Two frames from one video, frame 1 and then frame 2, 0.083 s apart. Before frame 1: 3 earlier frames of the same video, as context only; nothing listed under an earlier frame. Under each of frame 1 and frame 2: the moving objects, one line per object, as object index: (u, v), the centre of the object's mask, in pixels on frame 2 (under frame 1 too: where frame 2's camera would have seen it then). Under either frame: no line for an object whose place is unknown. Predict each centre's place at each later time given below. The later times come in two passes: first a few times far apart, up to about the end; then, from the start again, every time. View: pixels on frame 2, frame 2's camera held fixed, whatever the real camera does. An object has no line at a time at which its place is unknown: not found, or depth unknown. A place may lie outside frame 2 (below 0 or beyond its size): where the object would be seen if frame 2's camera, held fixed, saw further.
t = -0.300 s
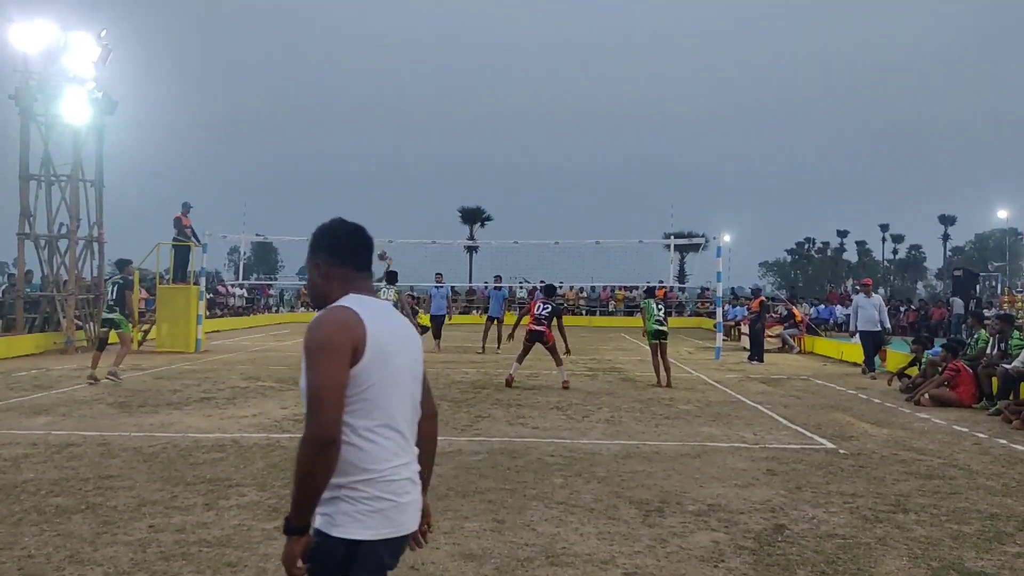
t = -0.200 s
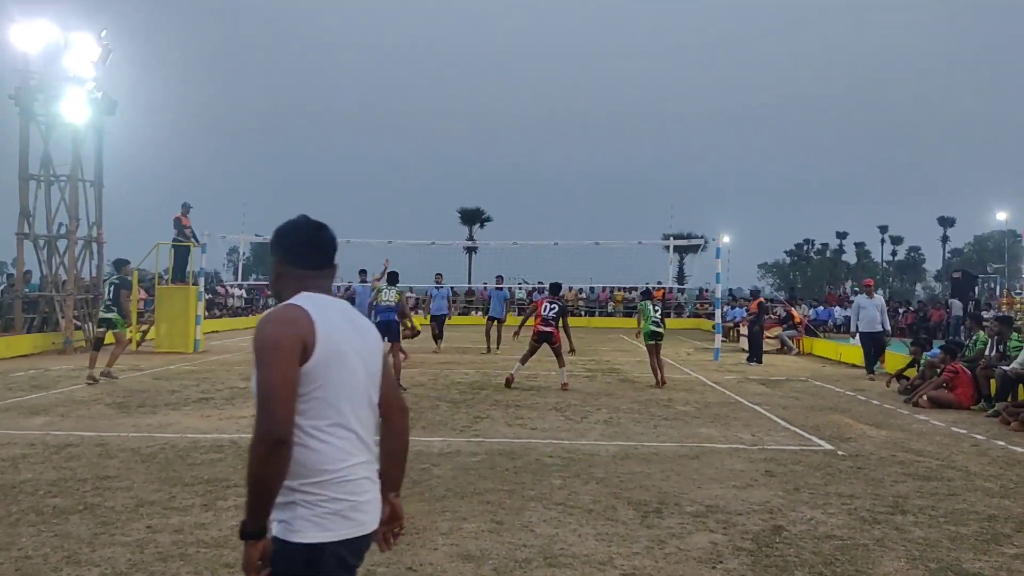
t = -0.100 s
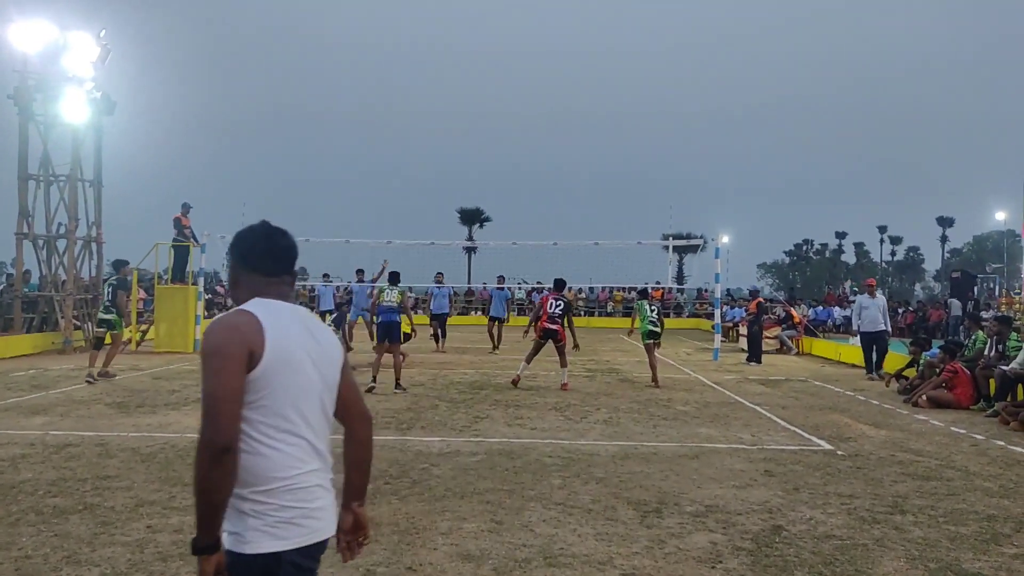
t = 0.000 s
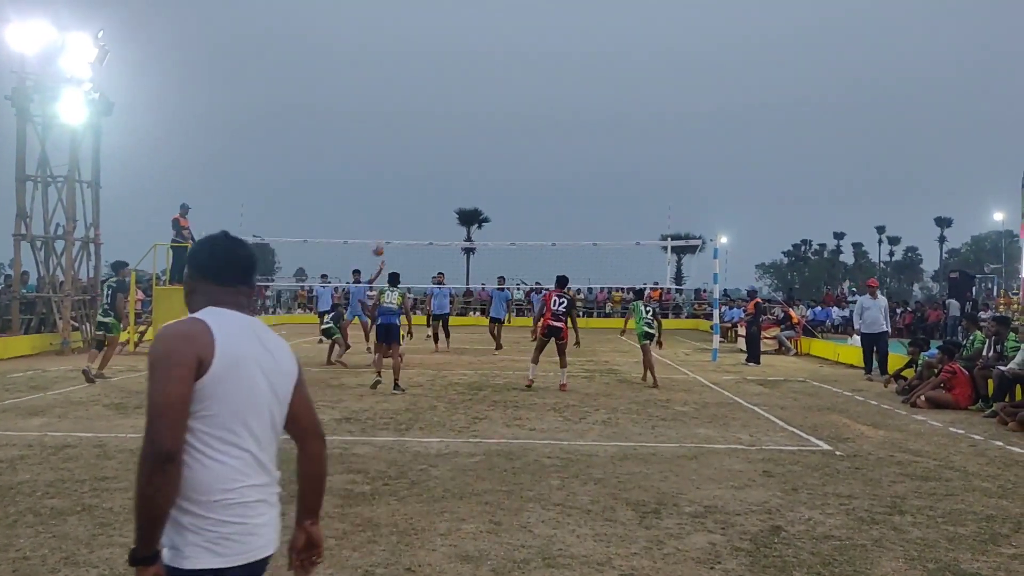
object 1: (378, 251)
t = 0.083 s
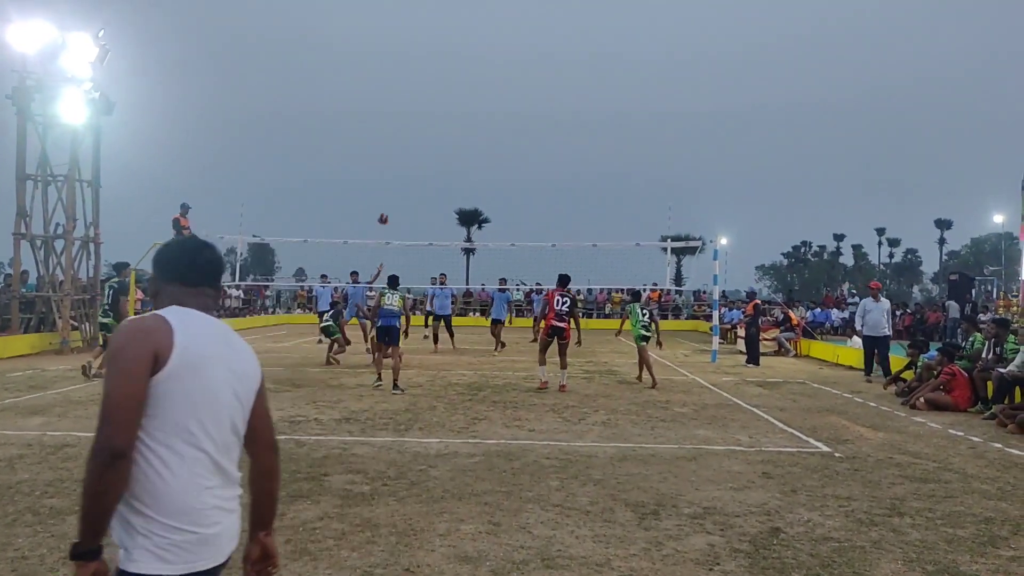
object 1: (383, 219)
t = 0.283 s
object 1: (398, 158)
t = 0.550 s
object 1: (418, 110)
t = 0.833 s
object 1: (439, 104)
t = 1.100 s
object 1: (455, 136)
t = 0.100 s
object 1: (384, 213)
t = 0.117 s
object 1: (386, 207)
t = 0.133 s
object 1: (387, 201)
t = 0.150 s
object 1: (388, 196)
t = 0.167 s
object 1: (390, 190)
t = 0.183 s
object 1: (391, 185)
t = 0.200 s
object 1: (392, 180)
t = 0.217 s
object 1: (393, 176)
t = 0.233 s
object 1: (394, 171)
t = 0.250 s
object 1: (395, 166)
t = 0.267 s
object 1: (396, 162)
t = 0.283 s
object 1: (398, 158)
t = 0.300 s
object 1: (399, 154)
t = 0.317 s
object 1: (400, 149)
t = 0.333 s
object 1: (401, 145)
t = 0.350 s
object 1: (403, 142)
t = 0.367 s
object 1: (404, 138)
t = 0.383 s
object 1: (405, 135)
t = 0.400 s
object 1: (407, 132)
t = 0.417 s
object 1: (408, 129)
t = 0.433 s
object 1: (409, 127)
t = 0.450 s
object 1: (410, 124)
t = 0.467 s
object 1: (411, 121)
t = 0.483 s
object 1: (413, 119)
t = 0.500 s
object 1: (414, 116)
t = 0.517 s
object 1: (415, 114)
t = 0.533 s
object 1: (416, 112)
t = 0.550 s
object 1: (418, 110)
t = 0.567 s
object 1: (419, 108)
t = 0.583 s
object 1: (420, 107)
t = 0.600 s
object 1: (421, 106)
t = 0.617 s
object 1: (422, 105)
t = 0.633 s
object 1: (423, 104)
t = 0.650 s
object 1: (424, 103)
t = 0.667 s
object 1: (426, 102)
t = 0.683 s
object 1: (427, 101)
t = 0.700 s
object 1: (428, 101)
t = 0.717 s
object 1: (429, 100)
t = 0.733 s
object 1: (430, 100)
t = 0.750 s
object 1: (432, 100)
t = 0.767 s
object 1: (434, 101)
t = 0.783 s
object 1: (435, 101)
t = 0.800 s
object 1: (436, 102)
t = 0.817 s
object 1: (437, 103)
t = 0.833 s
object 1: (439, 104)
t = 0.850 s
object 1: (440, 105)
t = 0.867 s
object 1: (441, 106)
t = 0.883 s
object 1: (442, 107)
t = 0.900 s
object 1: (443, 108)
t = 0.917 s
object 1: (444, 109)
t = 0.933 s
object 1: (445, 111)
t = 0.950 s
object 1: (446, 113)
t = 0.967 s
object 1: (447, 115)
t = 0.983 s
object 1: (448, 118)
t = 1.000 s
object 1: (449, 120)
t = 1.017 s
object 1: (450, 123)
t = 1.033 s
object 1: (451, 125)
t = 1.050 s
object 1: (452, 128)
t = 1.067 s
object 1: (453, 130)
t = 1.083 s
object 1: (454, 133)
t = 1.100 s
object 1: (455, 136)
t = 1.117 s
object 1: (457, 139)
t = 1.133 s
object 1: (457, 143)
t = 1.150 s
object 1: (458, 147)
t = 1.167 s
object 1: (459, 150)
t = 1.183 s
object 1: (460, 154)
